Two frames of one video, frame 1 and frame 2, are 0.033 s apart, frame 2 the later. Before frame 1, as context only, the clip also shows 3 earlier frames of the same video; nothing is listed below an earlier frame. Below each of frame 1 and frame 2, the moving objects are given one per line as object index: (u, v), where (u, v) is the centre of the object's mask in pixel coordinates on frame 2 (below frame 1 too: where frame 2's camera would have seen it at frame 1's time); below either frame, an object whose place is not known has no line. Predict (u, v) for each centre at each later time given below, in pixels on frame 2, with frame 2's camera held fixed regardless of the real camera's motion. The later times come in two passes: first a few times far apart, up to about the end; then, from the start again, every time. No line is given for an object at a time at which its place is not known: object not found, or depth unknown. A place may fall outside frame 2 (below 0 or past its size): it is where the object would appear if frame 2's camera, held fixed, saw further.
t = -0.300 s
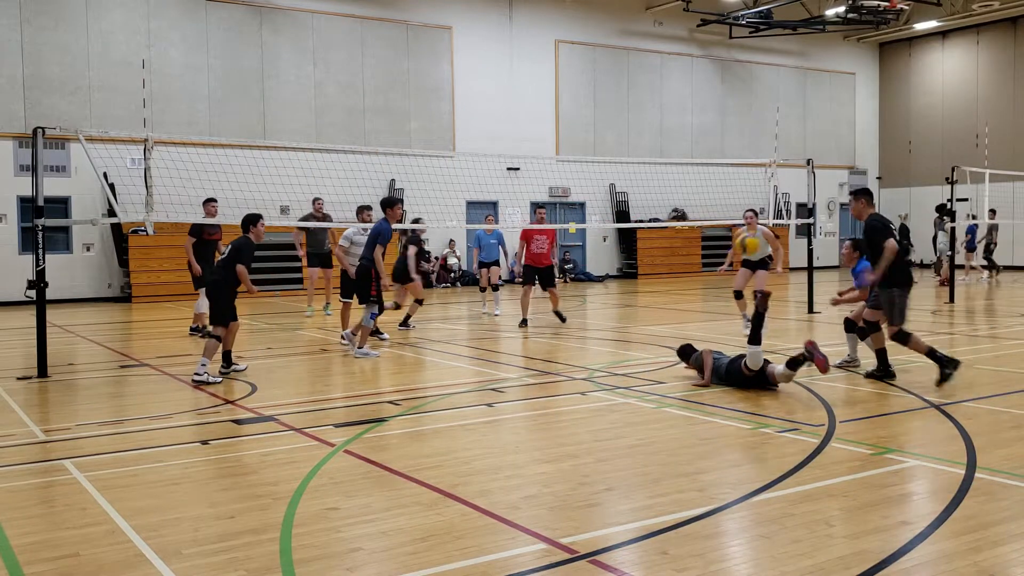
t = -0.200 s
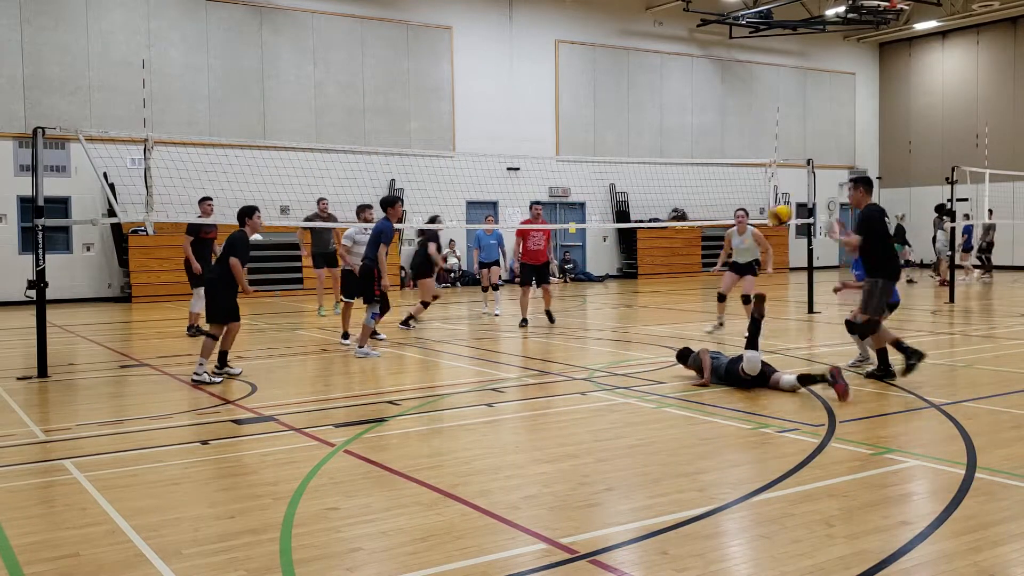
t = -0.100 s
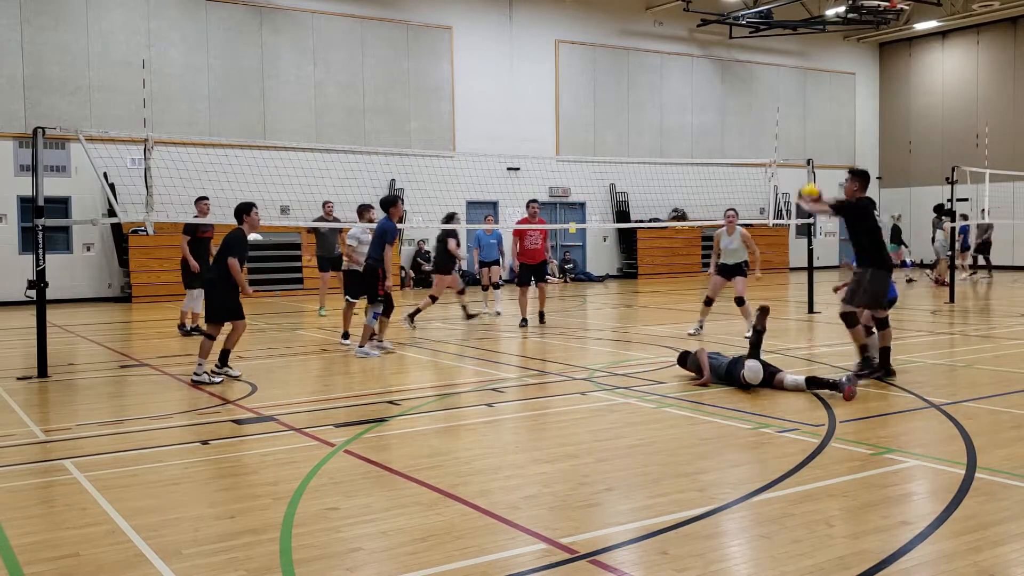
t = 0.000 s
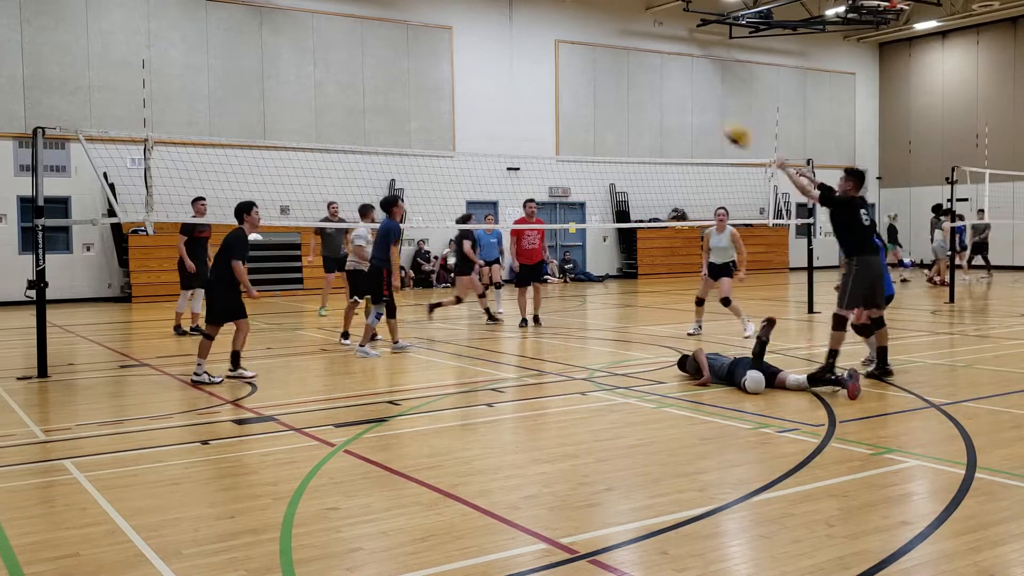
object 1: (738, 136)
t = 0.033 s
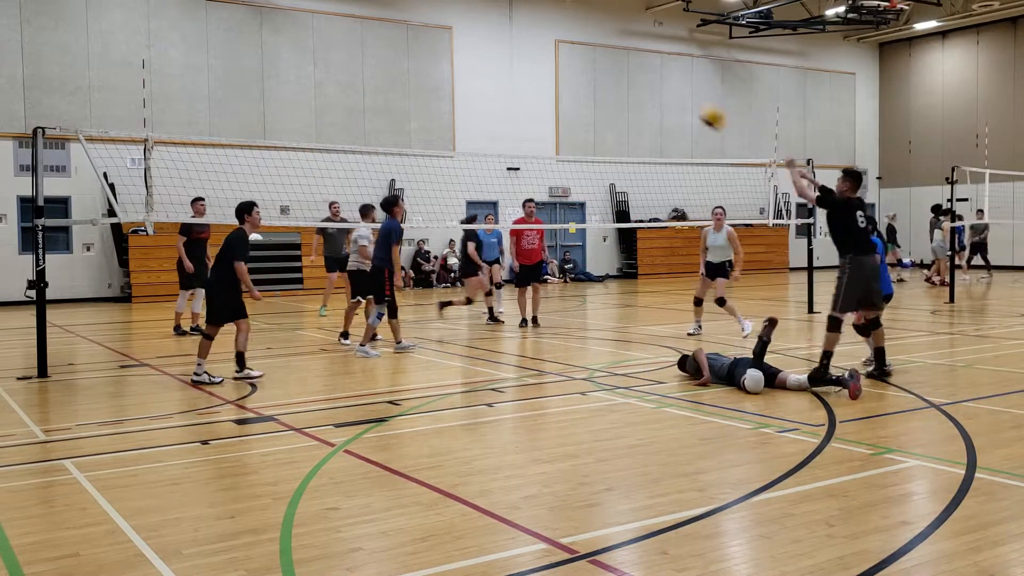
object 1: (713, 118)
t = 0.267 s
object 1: (562, 34)
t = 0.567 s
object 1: (413, 15)
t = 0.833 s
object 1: (311, 61)
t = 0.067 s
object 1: (688, 101)
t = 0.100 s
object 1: (665, 87)
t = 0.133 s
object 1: (642, 72)
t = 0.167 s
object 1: (620, 61)
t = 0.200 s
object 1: (601, 51)
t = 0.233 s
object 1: (581, 42)
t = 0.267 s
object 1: (562, 34)
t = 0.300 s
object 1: (543, 29)
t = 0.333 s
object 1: (524, 23)
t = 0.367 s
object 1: (506, 19)
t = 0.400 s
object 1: (489, 15)
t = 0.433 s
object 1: (473, 13)
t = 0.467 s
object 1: (457, 12)
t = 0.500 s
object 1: (442, 12)
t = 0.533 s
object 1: (427, 13)
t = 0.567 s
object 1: (413, 15)
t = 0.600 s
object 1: (399, 19)
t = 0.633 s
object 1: (385, 23)
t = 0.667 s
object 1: (371, 27)
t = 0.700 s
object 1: (358, 32)
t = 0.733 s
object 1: (346, 39)
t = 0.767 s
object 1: (334, 44)
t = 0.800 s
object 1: (322, 52)
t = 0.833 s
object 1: (311, 61)
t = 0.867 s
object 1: (300, 70)
